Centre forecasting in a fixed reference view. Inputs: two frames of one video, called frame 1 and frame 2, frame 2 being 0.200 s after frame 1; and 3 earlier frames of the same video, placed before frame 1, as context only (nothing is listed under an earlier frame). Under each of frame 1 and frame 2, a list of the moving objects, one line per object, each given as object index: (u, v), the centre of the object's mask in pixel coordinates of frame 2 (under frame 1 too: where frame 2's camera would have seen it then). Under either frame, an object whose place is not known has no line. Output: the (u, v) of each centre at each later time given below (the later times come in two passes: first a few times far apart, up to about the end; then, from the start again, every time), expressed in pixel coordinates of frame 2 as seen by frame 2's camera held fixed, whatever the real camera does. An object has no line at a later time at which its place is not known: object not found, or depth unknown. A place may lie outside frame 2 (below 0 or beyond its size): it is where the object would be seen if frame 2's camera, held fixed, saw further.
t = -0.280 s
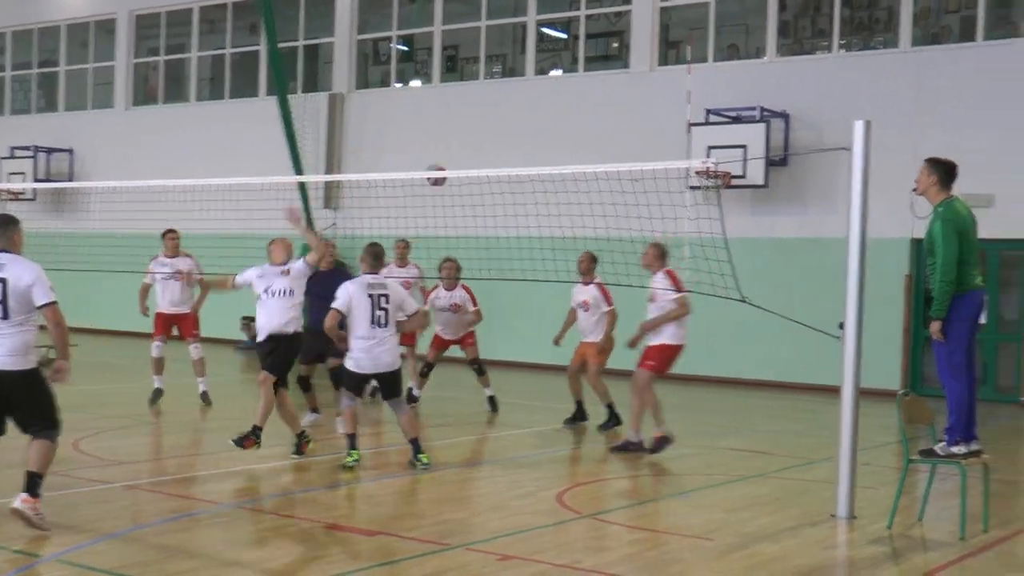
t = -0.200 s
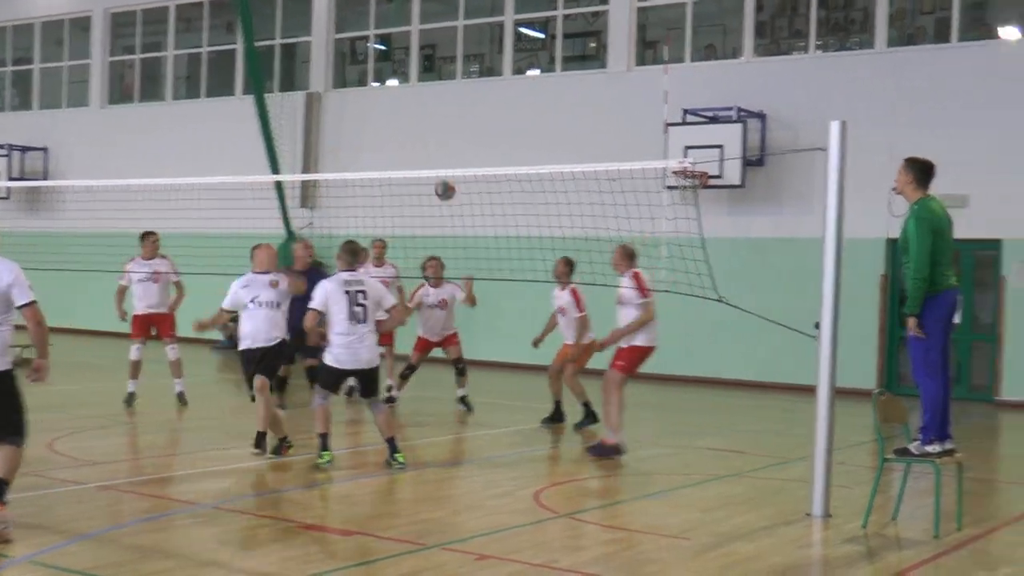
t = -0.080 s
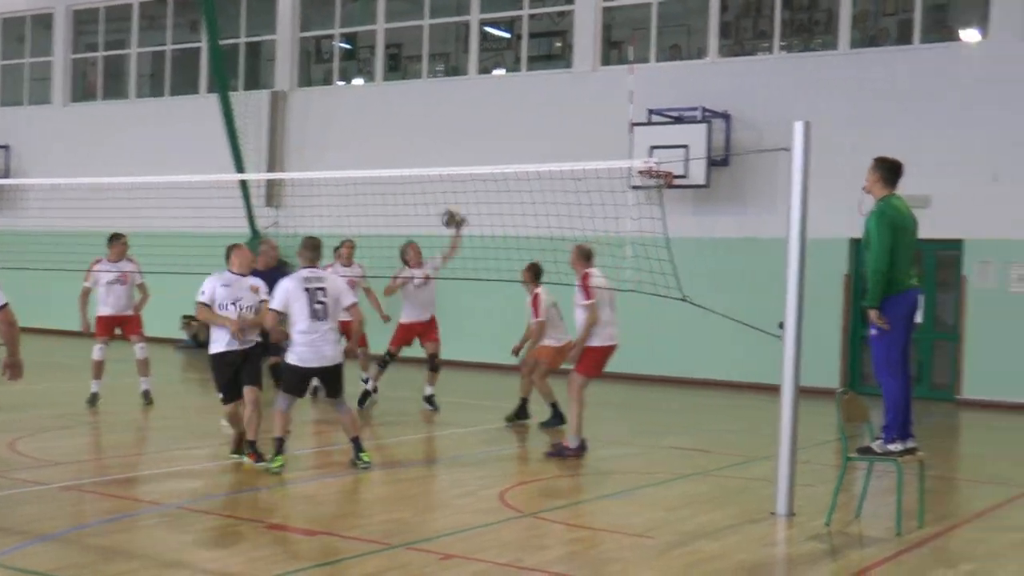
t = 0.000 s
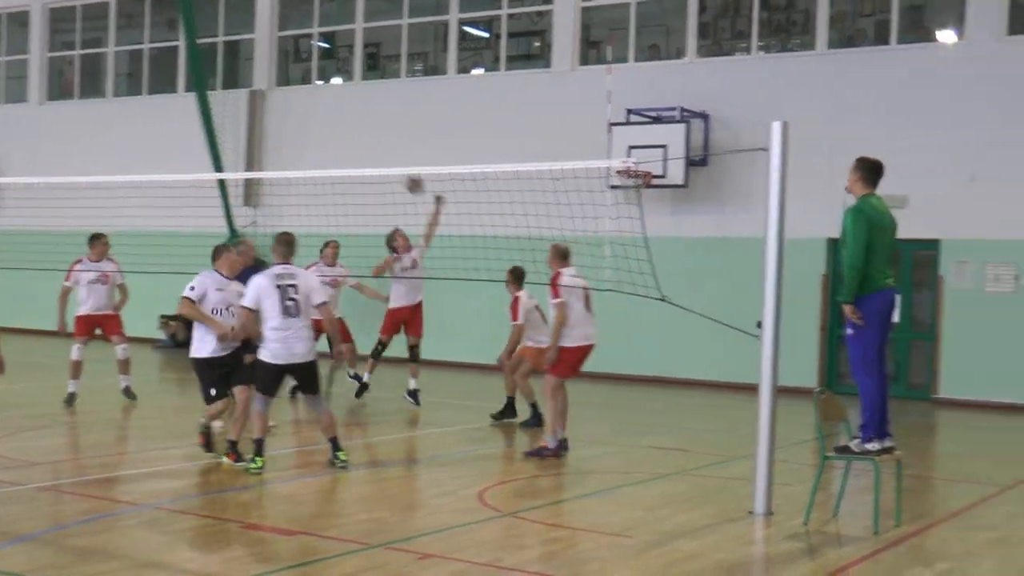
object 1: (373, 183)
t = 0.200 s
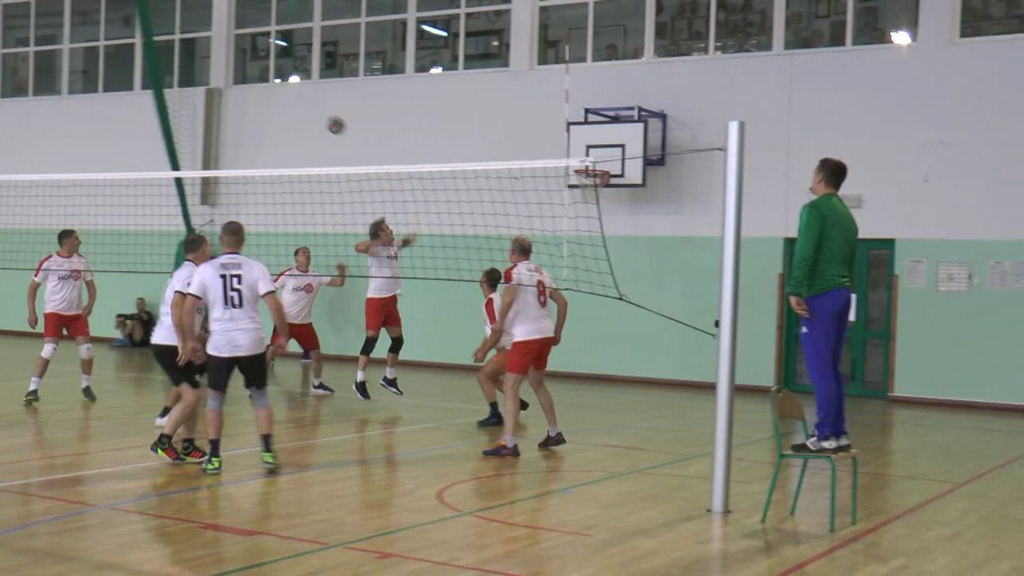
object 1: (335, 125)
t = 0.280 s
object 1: (322, 113)
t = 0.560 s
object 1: (274, 114)
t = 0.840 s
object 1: (232, 177)
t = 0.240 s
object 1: (328, 118)
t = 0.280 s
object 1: (322, 113)
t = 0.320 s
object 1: (315, 109)
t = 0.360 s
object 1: (308, 107)
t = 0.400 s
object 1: (301, 106)
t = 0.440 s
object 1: (294, 106)
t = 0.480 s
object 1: (288, 107)
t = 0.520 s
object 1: (281, 109)
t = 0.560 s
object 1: (274, 114)
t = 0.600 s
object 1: (268, 119)
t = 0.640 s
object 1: (262, 125)
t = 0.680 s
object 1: (255, 132)
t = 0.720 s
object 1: (249, 141)
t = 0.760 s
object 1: (243, 150)
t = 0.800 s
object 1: (238, 161)
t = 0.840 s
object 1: (232, 177)
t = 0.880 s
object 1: (227, 186)
